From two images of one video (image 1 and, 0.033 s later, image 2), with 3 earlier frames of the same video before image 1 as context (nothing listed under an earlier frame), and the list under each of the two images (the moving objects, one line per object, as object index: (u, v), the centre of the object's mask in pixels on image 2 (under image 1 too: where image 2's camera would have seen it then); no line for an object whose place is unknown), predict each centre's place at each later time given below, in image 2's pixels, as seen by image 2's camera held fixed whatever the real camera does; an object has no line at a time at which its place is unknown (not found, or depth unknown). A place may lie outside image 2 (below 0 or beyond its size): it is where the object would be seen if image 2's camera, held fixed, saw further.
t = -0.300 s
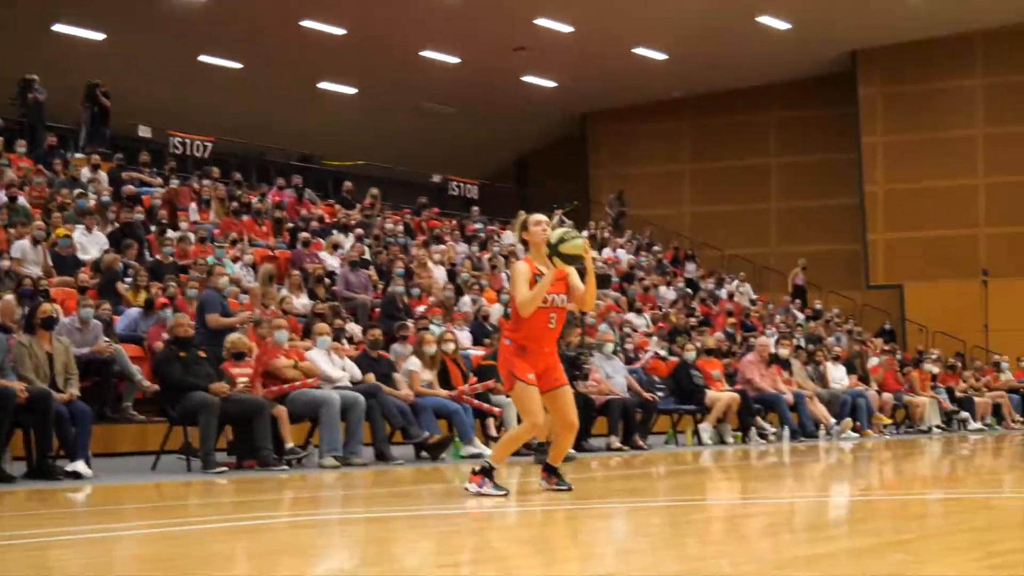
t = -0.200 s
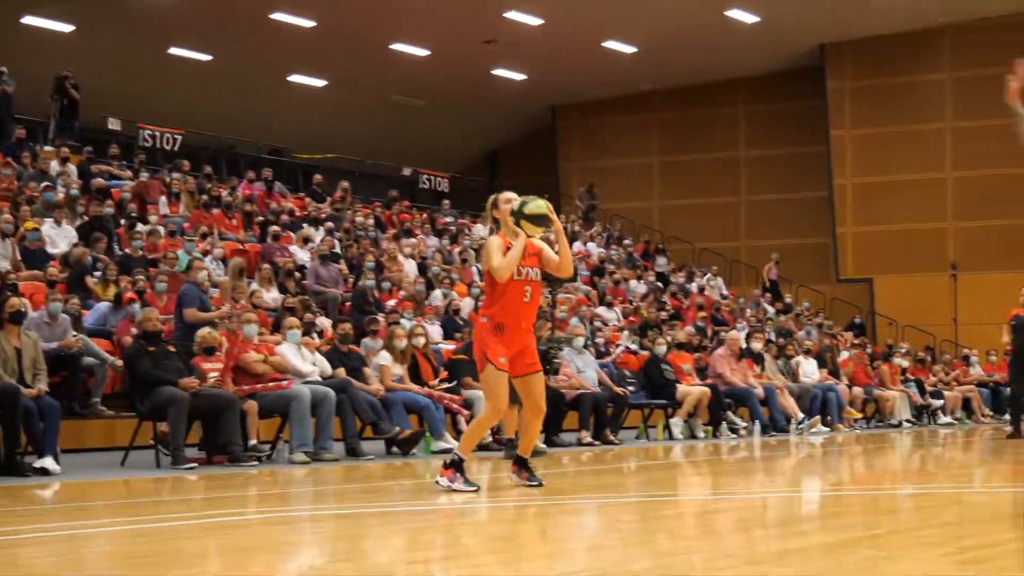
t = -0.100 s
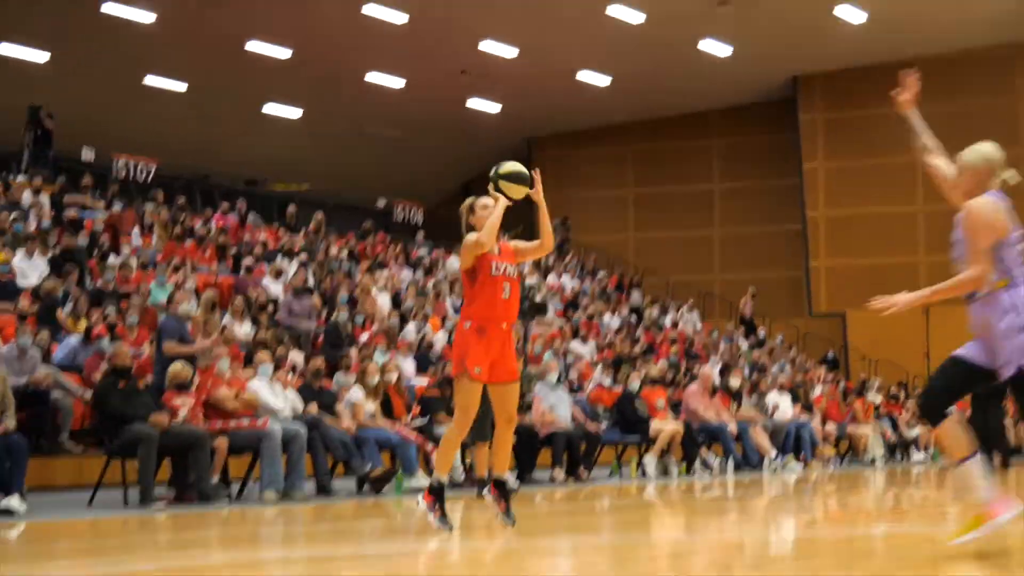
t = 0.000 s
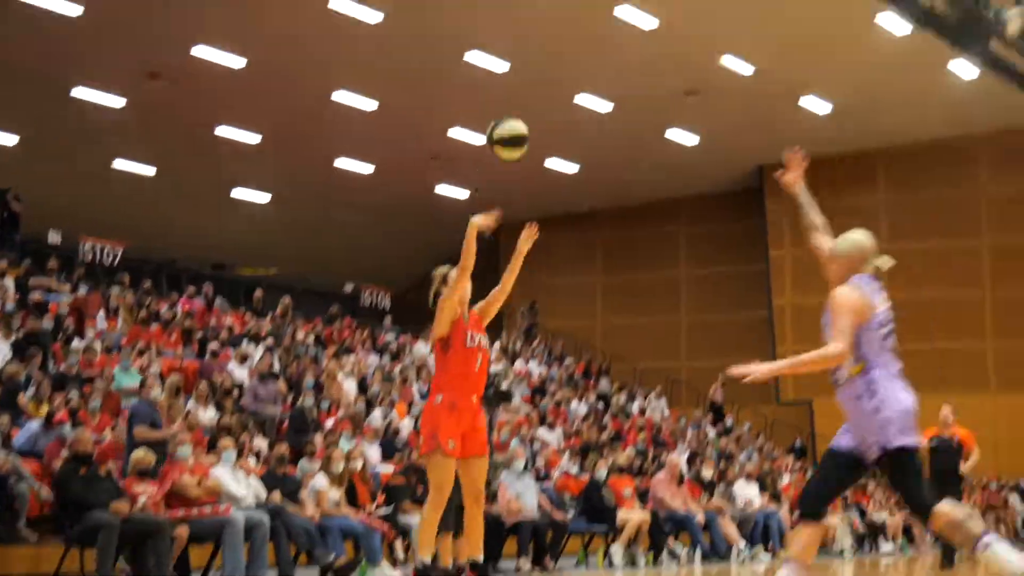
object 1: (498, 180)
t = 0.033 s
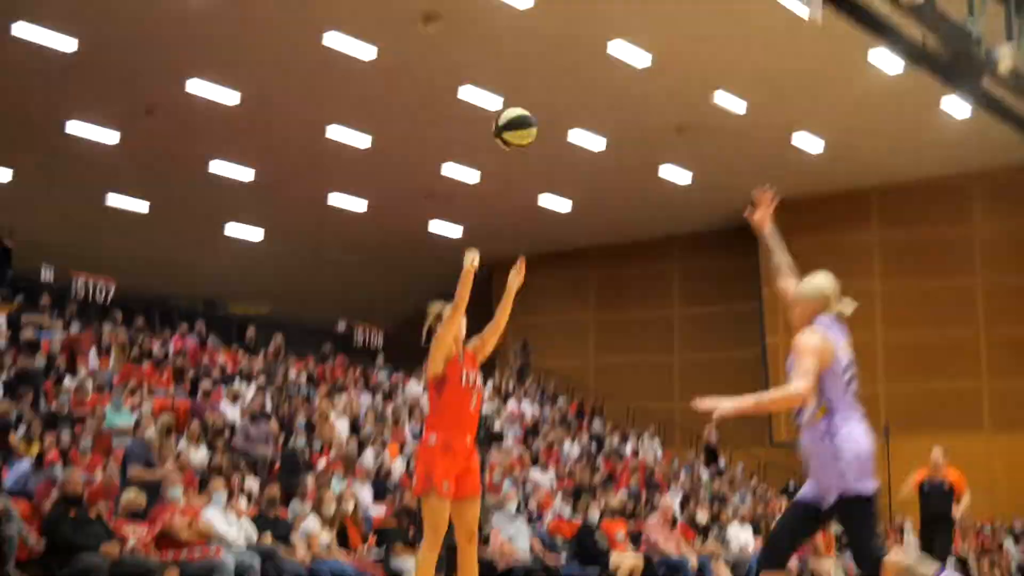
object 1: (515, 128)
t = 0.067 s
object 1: (528, 82)
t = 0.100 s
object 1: (543, 36)
